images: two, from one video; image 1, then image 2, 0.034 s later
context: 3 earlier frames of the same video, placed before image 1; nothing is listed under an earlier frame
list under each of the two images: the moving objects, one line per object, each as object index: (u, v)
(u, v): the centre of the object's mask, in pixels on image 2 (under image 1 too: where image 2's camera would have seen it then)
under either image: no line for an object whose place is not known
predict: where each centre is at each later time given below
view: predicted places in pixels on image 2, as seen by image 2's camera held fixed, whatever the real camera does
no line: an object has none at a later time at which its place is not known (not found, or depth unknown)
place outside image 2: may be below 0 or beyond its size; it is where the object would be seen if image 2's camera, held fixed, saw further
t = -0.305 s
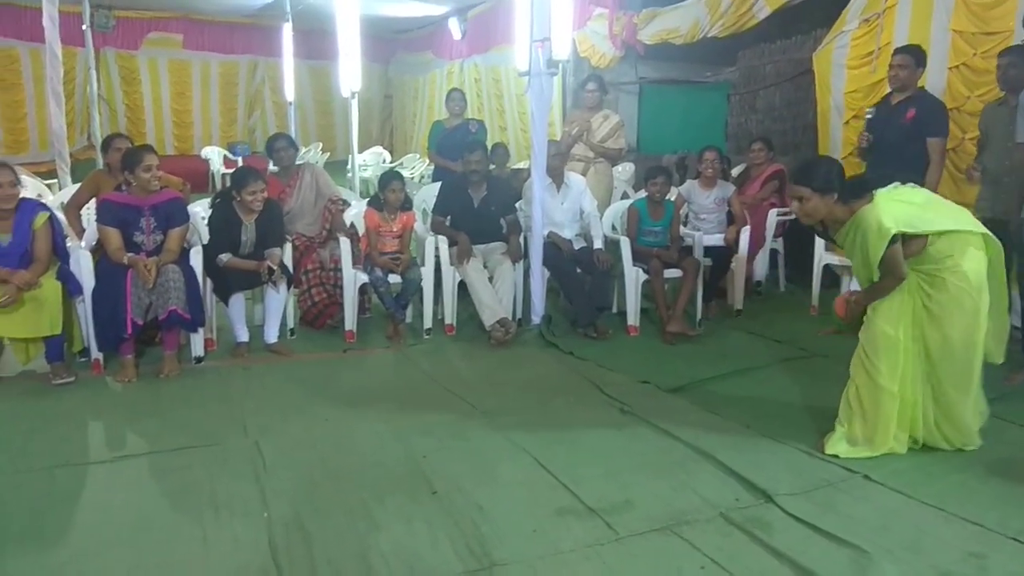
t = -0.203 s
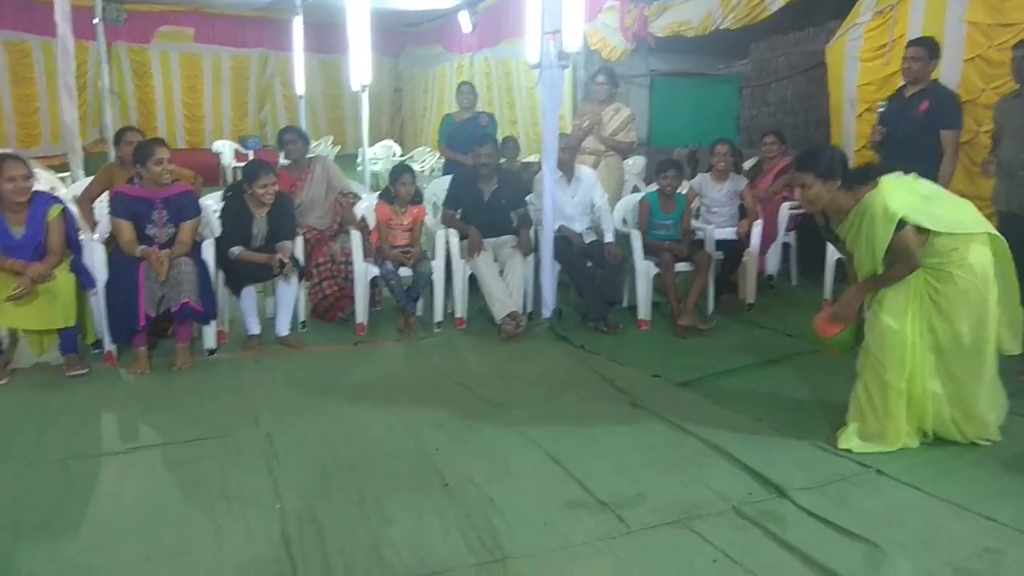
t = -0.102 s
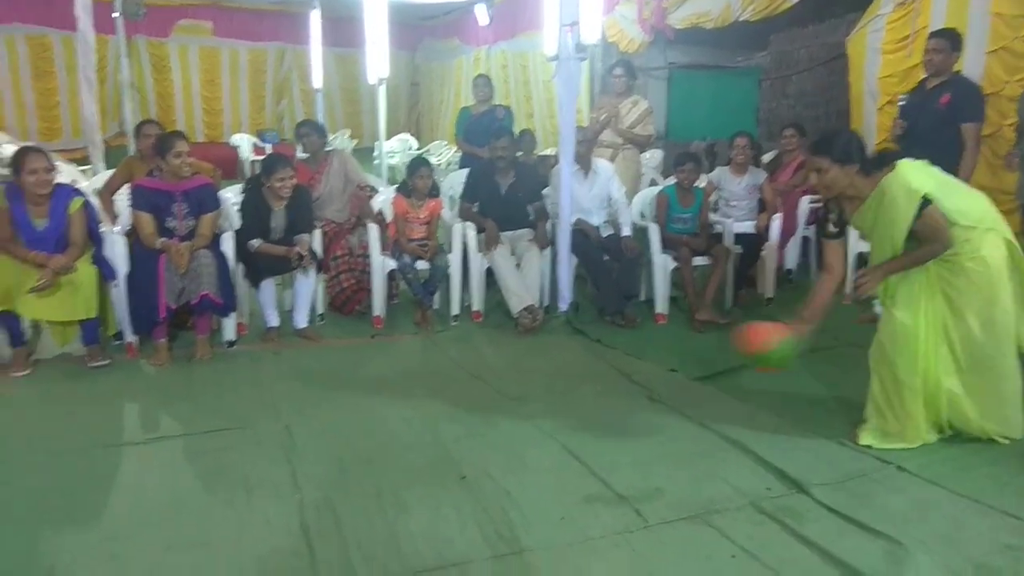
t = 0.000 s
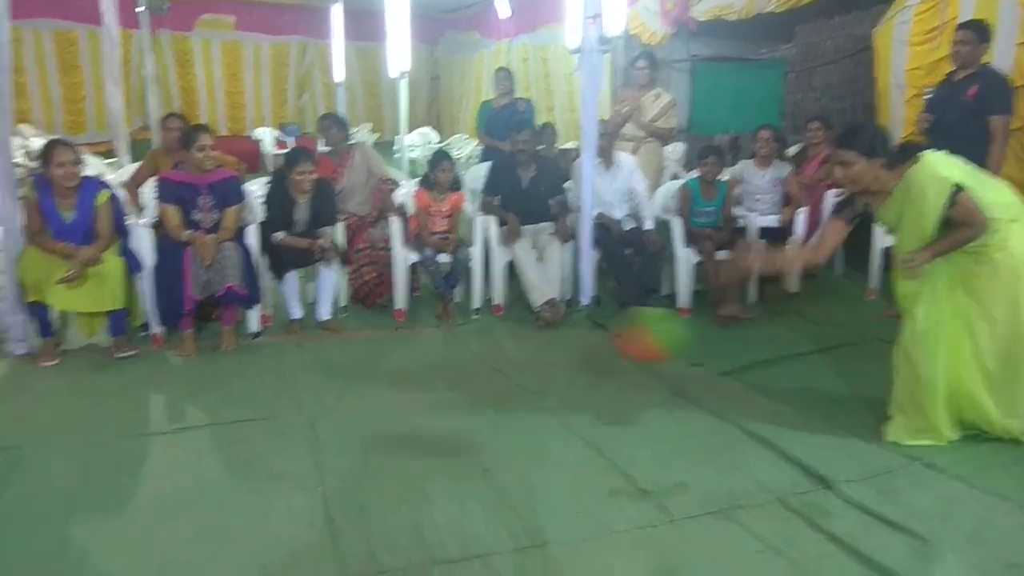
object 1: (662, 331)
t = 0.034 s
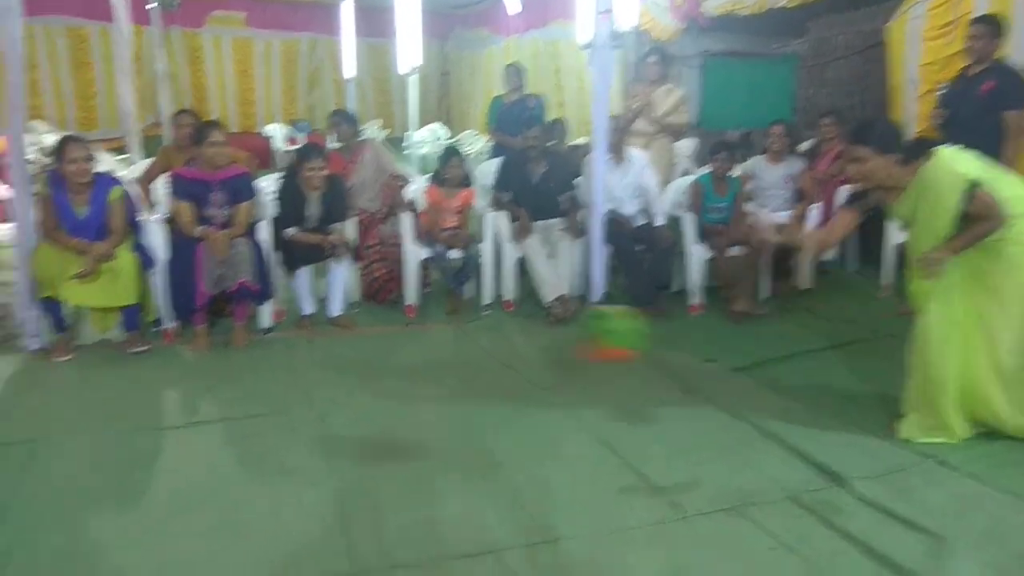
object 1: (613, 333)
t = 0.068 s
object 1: (559, 338)
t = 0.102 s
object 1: (497, 350)
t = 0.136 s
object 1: (435, 366)
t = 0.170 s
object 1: (373, 384)
